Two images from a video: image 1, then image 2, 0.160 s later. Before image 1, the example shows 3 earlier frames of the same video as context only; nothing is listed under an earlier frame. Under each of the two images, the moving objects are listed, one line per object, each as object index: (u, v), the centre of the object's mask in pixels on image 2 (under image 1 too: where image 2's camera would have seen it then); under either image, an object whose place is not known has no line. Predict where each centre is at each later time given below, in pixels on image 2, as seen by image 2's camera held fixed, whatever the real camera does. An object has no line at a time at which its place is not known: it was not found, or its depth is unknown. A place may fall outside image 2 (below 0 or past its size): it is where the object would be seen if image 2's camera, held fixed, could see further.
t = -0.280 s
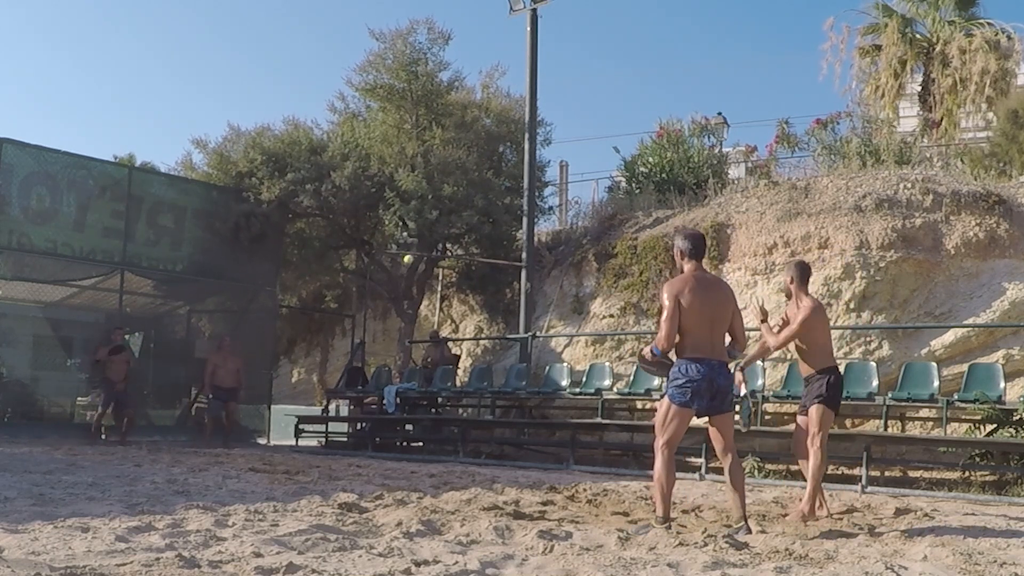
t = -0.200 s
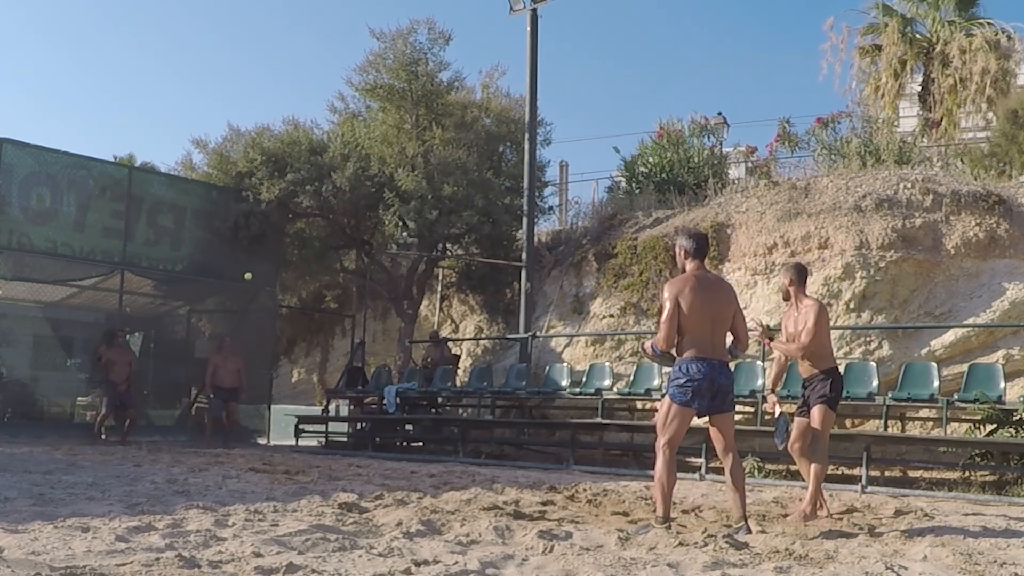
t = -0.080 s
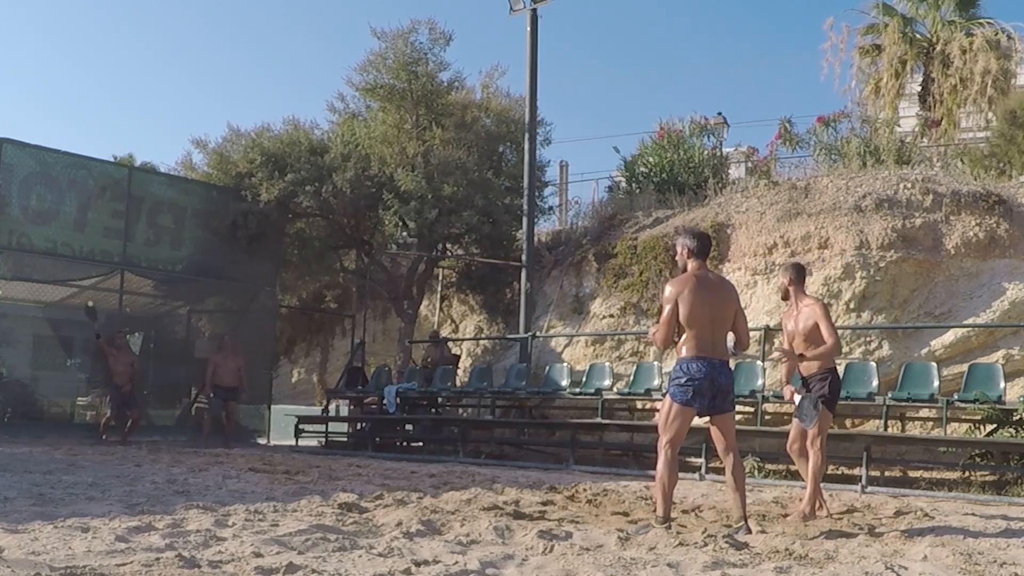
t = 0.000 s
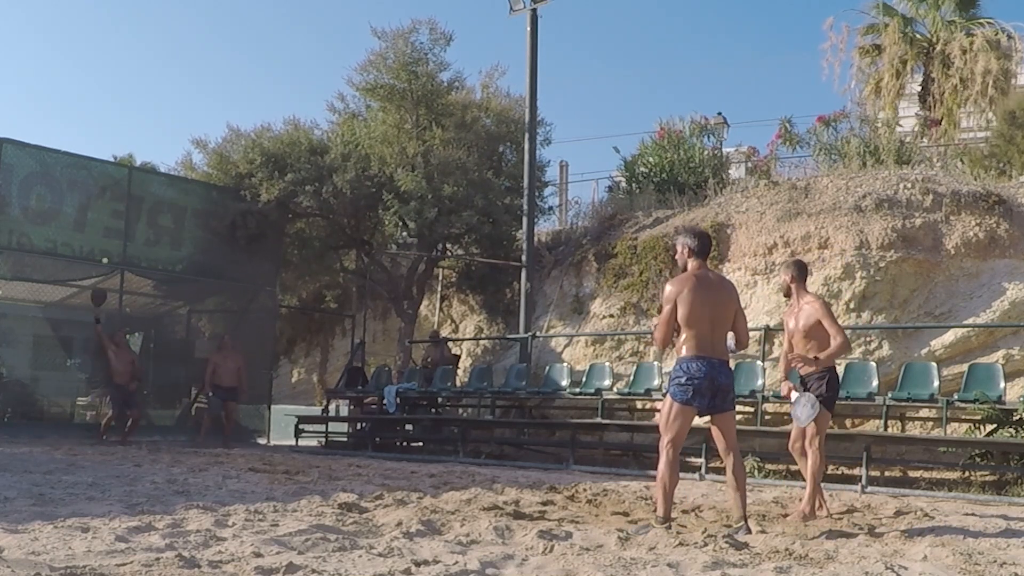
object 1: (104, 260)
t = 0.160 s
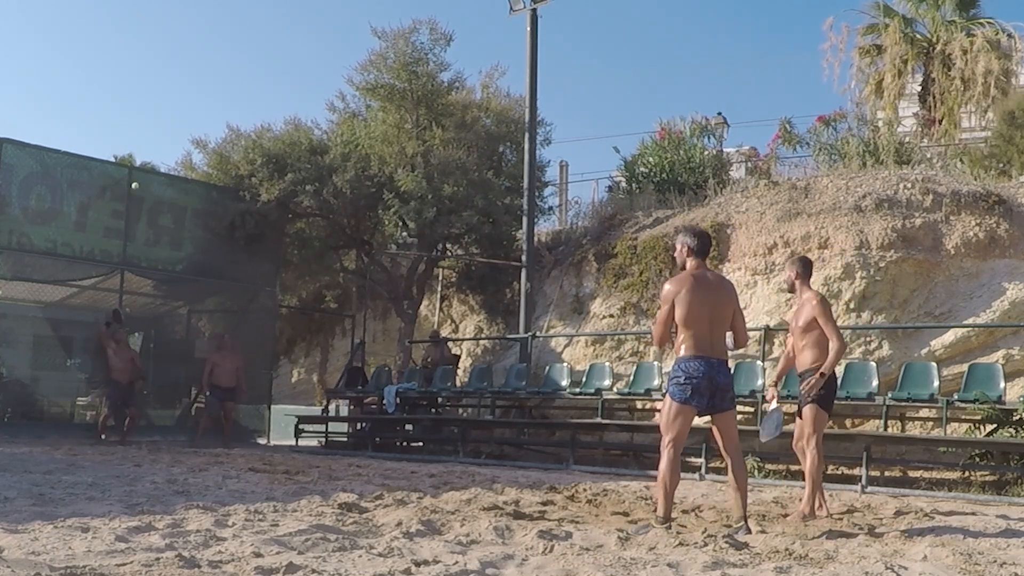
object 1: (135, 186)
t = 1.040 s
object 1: (330, 94)
